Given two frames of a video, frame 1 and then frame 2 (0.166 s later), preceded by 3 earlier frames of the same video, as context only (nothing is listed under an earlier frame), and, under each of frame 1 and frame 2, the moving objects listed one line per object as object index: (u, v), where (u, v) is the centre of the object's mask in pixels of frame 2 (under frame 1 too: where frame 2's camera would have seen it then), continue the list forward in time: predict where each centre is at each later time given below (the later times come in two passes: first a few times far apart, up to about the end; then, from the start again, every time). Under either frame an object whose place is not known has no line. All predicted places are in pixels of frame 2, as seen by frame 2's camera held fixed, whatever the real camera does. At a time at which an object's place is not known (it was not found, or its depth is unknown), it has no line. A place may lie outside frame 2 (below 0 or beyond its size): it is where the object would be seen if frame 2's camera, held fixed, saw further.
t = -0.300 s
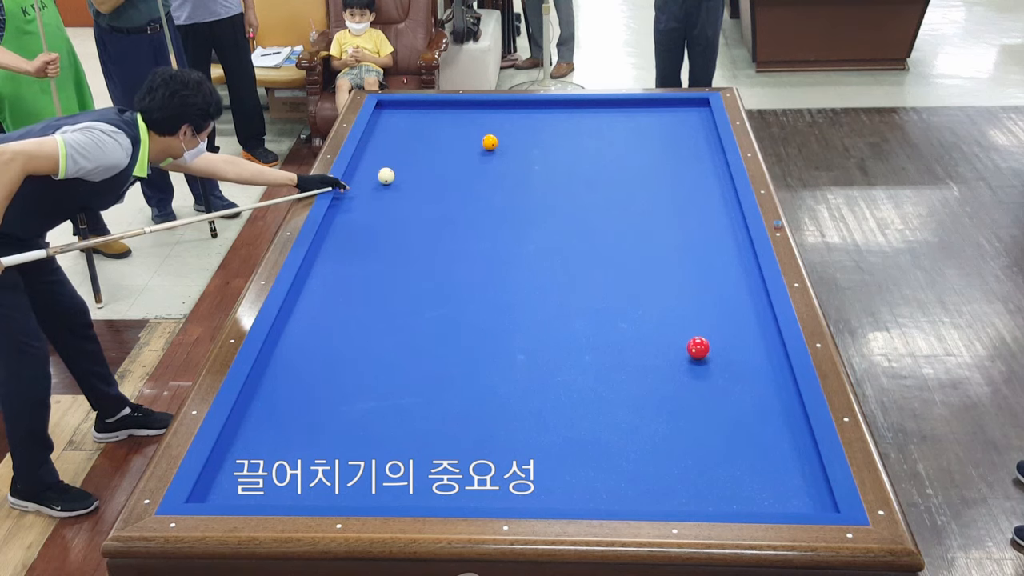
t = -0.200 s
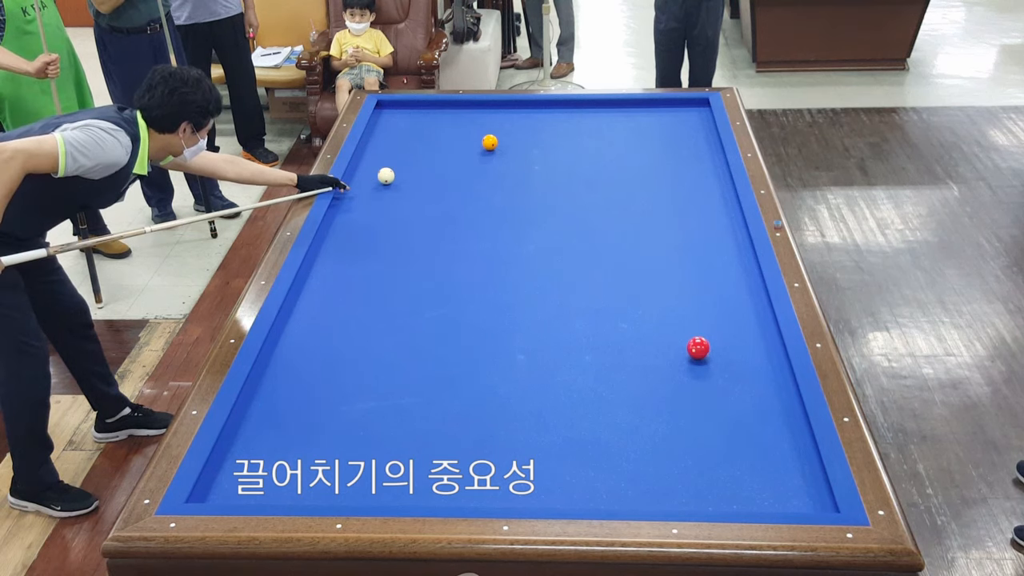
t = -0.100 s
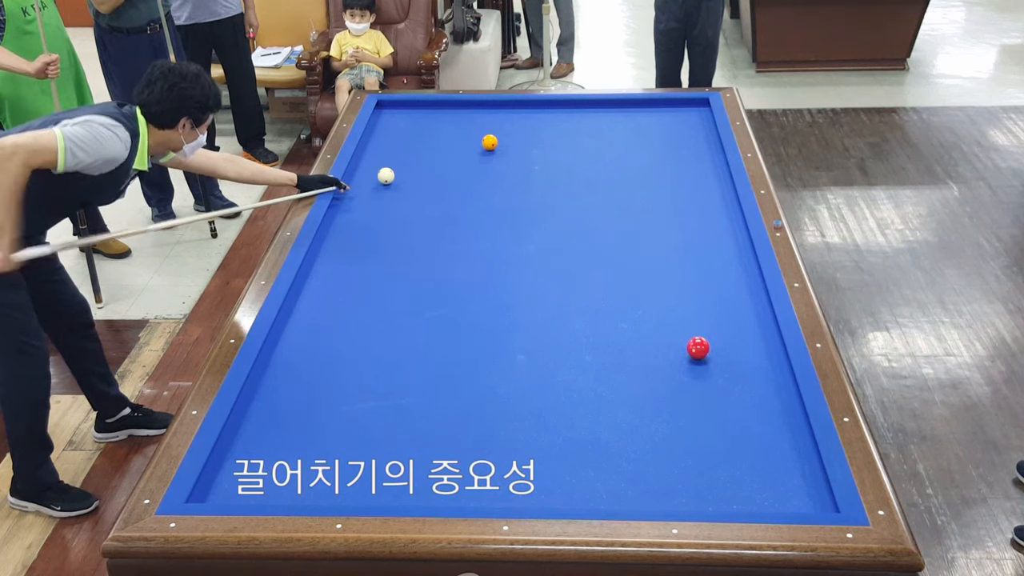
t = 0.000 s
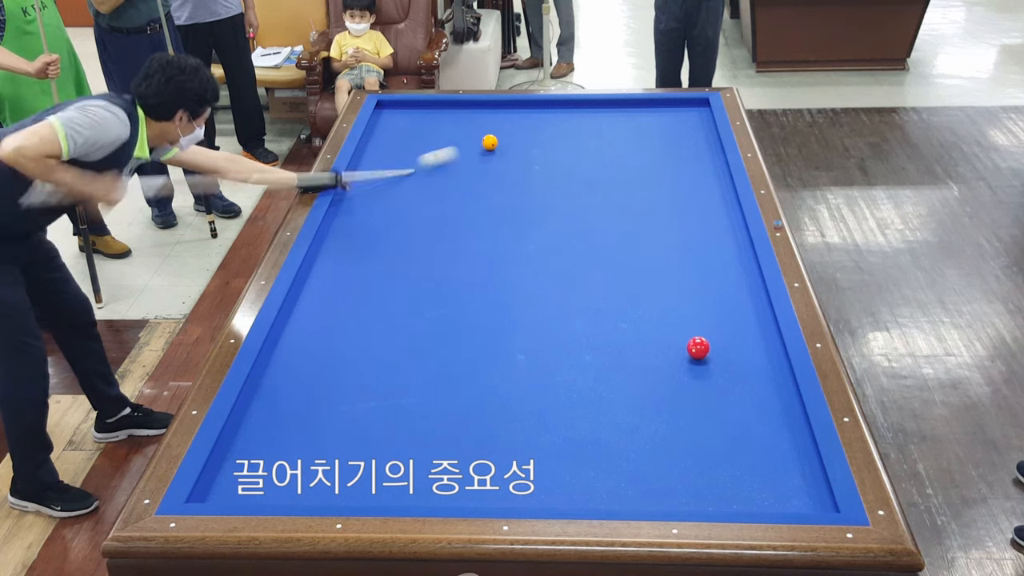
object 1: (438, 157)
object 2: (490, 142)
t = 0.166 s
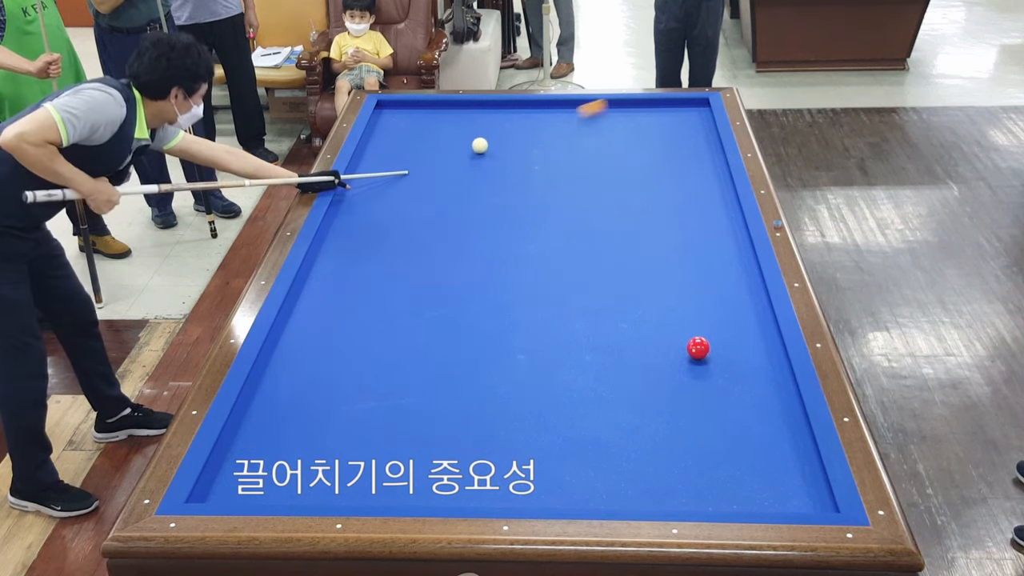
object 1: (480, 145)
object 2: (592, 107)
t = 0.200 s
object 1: (479, 145)
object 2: (615, 102)
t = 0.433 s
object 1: (461, 150)
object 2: (697, 146)
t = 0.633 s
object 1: (427, 160)
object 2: (626, 189)
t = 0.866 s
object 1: (381, 173)
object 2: (546, 237)
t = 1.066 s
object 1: (350, 185)
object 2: (471, 283)
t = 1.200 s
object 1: (360, 196)
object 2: (413, 319)
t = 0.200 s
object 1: (479, 145)
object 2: (615, 102)
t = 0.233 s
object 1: (478, 146)
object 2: (632, 106)
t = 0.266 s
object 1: (476, 146)
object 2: (650, 113)
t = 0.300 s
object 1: (474, 147)
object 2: (667, 120)
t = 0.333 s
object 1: (471, 147)
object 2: (685, 126)
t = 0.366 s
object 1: (469, 148)
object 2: (703, 133)
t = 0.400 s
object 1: (465, 149)
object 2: (709, 139)
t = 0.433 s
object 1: (461, 150)
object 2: (697, 146)
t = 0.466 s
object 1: (456, 152)
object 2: (685, 153)
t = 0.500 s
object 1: (451, 153)
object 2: (673, 160)
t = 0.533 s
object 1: (446, 154)
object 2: (661, 167)
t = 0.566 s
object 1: (440, 156)
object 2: (649, 174)
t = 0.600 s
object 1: (433, 158)
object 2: (637, 181)
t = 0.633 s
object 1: (427, 160)
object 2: (626, 189)
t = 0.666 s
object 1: (421, 162)
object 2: (614, 196)
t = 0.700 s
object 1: (414, 163)
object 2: (602, 203)
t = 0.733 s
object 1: (408, 165)
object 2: (591, 209)
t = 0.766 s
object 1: (401, 167)
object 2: (580, 216)
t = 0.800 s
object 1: (394, 169)
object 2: (569, 223)
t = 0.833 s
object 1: (388, 171)
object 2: (558, 230)
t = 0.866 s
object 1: (381, 173)
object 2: (546, 237)
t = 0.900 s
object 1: (374, 175)
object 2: (534, 244)
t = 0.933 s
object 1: (368, 177)
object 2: (522, 252)
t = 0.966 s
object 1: (361, 179)
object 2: (509, 260)
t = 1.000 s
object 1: (354, 180)
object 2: (497, 267)
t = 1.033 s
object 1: (348, 182)
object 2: (484, 275)
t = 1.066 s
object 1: (350, 185)
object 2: (471, 283)
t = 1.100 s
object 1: (353, 188)
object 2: (457, 292)
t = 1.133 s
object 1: (356, 190)
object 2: (443, 301)
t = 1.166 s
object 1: (358, 193)
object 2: (428, 310)
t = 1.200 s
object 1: (360, 196)
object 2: (413, 319)
